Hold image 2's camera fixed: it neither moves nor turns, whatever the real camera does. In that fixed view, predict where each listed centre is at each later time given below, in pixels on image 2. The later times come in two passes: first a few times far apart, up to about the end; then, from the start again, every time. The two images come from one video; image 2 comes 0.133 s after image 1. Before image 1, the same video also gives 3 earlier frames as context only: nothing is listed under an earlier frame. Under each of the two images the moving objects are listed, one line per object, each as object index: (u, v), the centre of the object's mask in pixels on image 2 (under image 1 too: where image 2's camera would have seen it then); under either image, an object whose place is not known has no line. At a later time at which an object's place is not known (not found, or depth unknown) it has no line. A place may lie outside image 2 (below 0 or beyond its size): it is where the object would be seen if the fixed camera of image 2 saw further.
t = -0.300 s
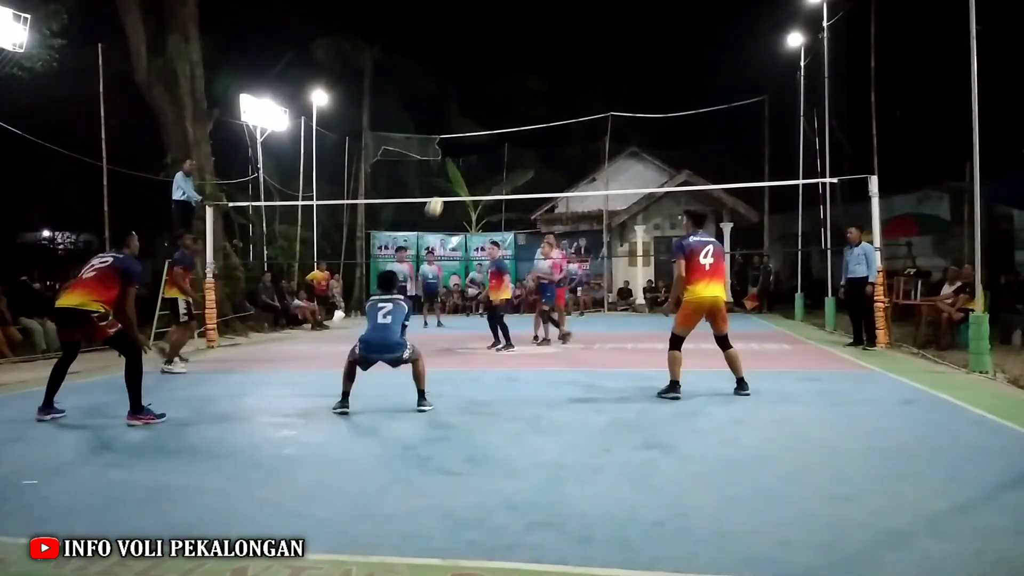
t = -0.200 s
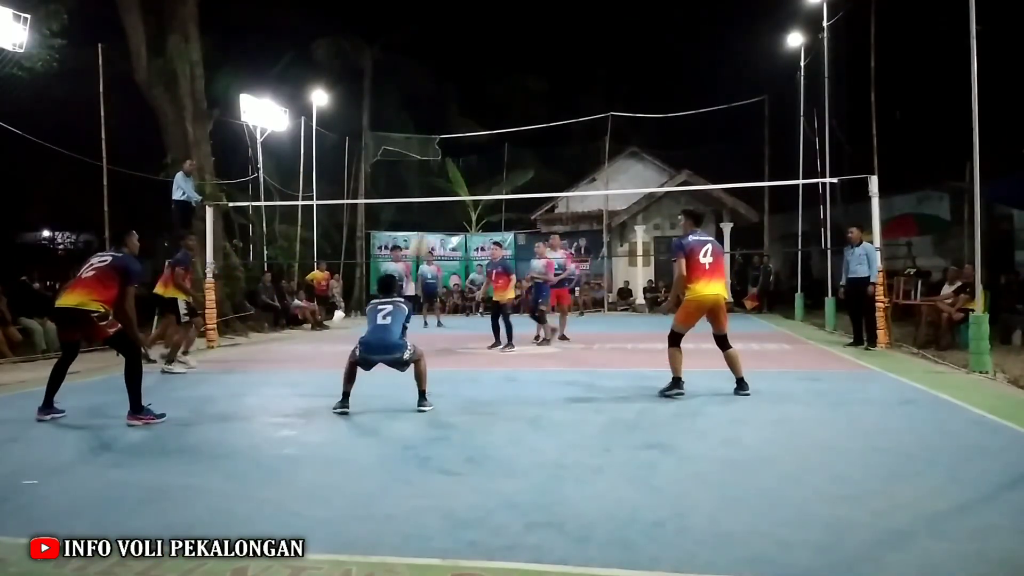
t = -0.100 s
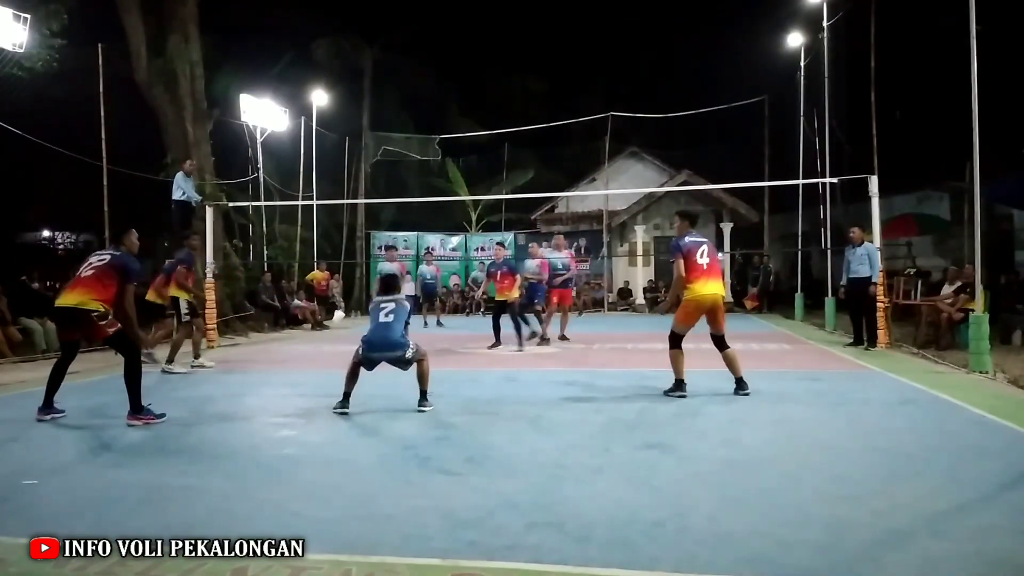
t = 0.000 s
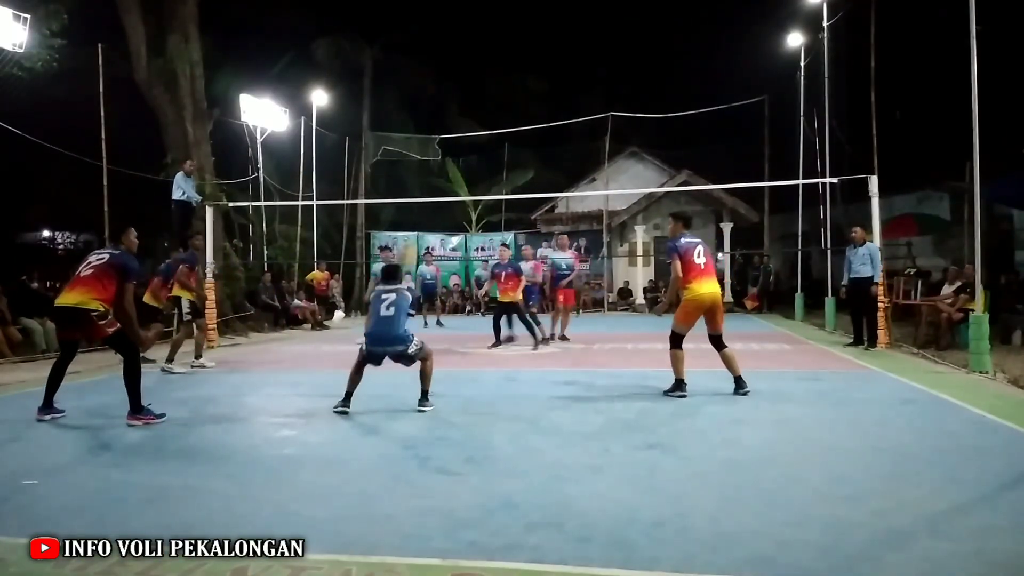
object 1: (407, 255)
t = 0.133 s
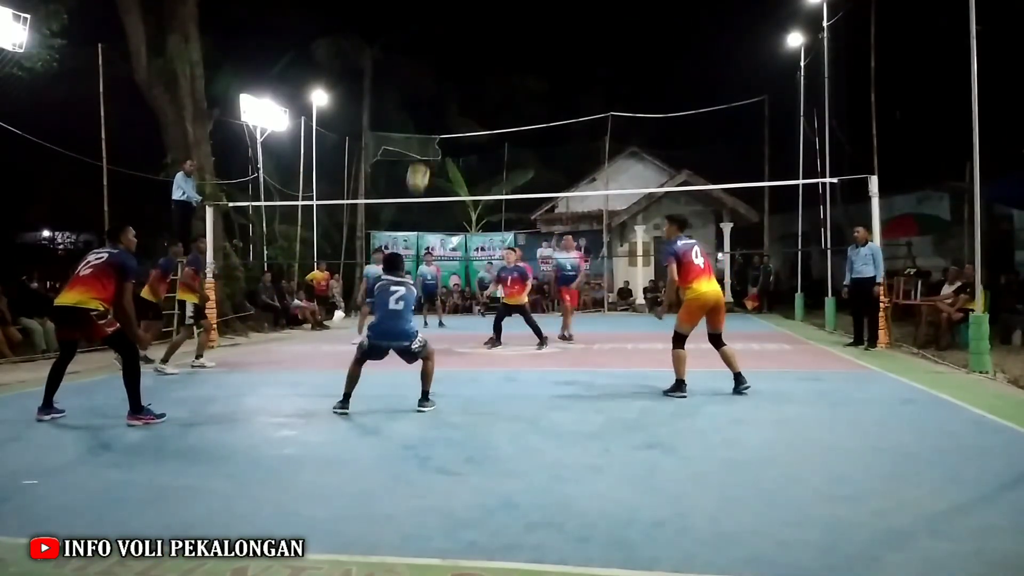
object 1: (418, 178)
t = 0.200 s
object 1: (424, 146)
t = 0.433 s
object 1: (441, 86)
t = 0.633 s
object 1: (454, 76)
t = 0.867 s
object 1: (467, 102)
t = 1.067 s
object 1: (477, 148)
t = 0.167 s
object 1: (421, 161)
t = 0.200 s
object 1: (424, 146)
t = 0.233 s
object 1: (427, 132)
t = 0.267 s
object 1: (429, 123)
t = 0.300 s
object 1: (431, 113)
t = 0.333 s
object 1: (433, 105)
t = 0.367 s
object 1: (436, 97)
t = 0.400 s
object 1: (439, 91)
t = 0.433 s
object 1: (441, 86)
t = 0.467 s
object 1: (444, 82)
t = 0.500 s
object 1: (446, 79)
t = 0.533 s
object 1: (448, 77)
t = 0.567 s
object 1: (450, 76)
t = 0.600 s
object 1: (452, 76)
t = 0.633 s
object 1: (454, 76)
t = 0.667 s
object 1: (456, 77)
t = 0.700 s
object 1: (458, 80)
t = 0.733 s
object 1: (460, 83)
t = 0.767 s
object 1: (462, 87)
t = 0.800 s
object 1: (464, 91)
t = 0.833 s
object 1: (466, 96)
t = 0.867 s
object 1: (467, 102)
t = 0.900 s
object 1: (469, 108)
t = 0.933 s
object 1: (471, 115)
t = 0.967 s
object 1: (472, 121)
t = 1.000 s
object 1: (474, 130)
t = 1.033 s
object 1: (476, 140)
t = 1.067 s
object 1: (477, 148)
